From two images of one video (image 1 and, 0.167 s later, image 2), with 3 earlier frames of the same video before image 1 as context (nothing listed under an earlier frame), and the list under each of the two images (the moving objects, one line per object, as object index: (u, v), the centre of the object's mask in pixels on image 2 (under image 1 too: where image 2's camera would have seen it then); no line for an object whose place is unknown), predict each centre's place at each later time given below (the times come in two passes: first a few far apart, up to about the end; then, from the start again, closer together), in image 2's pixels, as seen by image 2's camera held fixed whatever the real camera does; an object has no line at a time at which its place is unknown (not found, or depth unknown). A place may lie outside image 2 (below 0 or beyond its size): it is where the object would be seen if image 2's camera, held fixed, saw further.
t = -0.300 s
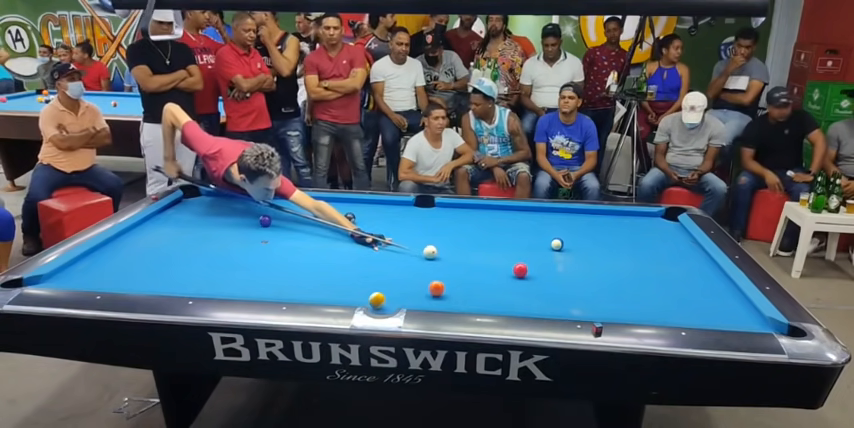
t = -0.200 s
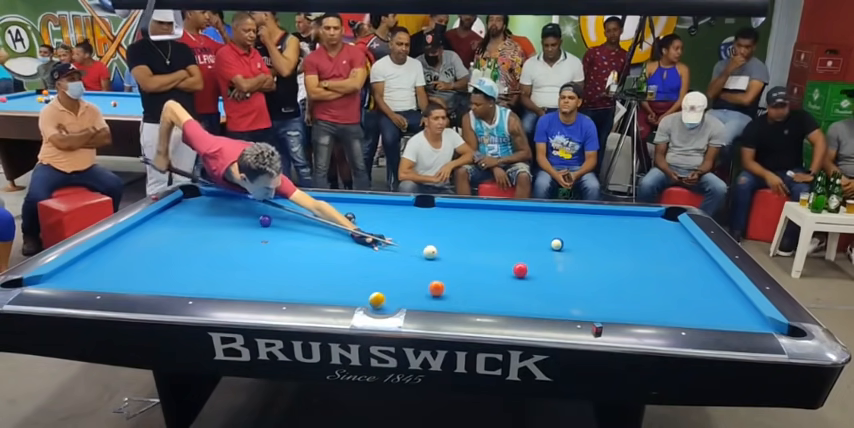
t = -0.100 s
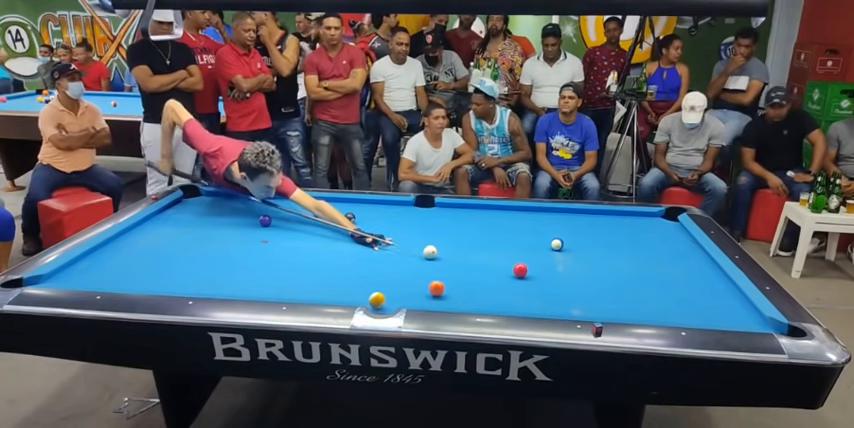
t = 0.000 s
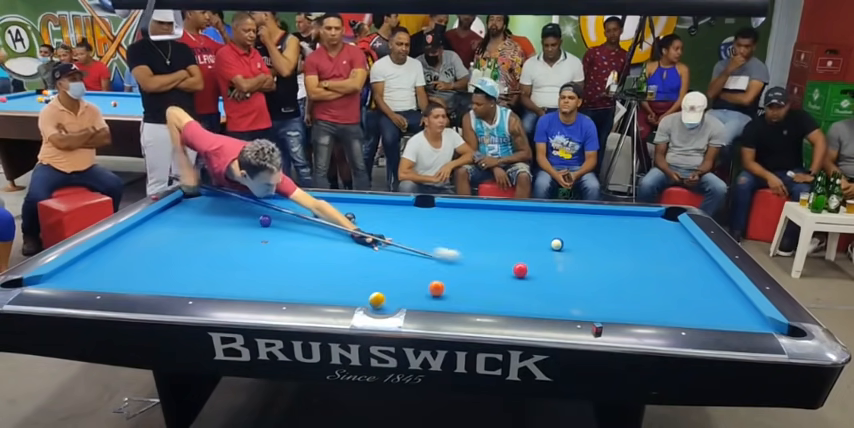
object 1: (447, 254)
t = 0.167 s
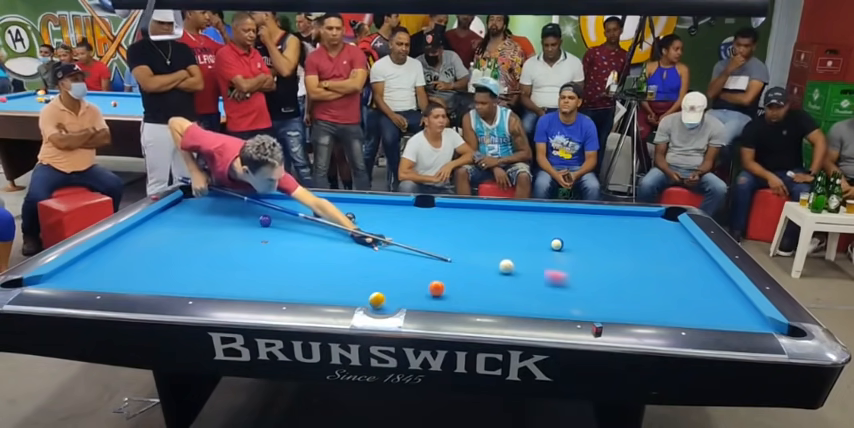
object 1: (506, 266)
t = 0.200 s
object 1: (505, 266)
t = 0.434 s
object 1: (494, 262)
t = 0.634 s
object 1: (485, 259)
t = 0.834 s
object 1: (477, 256)
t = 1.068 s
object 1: (469, 254)
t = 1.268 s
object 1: (463, 251)
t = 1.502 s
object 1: (458, 249)
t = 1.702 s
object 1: (454, 248)
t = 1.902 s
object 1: (450, 247)
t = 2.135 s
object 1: (446, 245)
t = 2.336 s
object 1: (444, 245)
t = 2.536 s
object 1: (442, 244)
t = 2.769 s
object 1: (441, 244)
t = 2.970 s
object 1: (440, 243)
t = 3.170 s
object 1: (440, 243)
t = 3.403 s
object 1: (441, 243)
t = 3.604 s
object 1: (441, 243)
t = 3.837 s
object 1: (440, 243)
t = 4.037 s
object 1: (441, 243)
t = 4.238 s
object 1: (440, 243)
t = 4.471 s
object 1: (440, 243)
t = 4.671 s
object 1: (441, 243)
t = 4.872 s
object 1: (441, 243)
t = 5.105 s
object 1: (441, 243)
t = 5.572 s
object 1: (440, 243)
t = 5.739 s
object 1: (441, 243)
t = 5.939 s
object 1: (440, 243)
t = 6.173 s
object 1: (440, 243)
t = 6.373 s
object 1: (440, 243)
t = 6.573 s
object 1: (440, 243)
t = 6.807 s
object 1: (440, 243)
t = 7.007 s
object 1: (441, 243)
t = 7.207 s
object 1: (440, 243)
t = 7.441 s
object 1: (440, 243)
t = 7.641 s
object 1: (441, 243)
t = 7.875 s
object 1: (441, 243)
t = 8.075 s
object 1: (441, 243)
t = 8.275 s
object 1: (441, 243)
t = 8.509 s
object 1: (441, 243)
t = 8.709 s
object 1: (440, 243)
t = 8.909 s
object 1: (441, 243)
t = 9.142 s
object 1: (440, 243)
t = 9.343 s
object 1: (441, 243)
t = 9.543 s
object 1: (441, 243)
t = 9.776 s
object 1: (441, 243)
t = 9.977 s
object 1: (441, 243)
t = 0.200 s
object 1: (505, 266)
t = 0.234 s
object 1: (503, 265)
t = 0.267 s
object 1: (502, 264)
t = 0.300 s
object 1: (500, 264)
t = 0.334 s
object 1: (499, 263)
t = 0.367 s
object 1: (497, 263)
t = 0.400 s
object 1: (495, 263)
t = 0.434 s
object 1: (494, 262)
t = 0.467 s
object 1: (492, 261)
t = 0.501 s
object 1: (491, 261)
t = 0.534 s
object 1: (489, 260)
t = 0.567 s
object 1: (487, 260)
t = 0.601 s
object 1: (486, 259)
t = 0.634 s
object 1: (485, 259)
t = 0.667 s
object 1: (484, 258)
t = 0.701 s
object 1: (482, 258)
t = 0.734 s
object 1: (481, 257)
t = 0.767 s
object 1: (480, 257)
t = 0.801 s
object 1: (479, 257)
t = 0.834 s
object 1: (477, 256)
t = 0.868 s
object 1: (476, 256)
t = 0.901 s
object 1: (475, 255)
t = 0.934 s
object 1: (474, 255)
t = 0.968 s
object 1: (473, 255)
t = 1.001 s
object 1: (471, 254)
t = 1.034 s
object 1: (470, 254)
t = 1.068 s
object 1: (469, 254)
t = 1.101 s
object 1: (468, 253)
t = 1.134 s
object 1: (467, 253)
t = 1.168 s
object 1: (466, 253)
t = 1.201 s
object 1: (465, 252)
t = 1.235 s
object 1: (464, 252)
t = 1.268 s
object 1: (463, 251)
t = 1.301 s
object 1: (463, 251)
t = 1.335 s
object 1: (462, 251)
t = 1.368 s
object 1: (461, 251)
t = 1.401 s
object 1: (460, 250)
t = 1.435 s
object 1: (459, 250)
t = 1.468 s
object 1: (458, 250)
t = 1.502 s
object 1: (458, 249)
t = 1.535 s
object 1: (457, 249)
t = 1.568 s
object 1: (456, 249)
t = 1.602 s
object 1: (455, 249)
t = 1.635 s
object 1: (455, 248)
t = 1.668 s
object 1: (454, 248)
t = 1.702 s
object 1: (454, 248)
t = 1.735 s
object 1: (453, 248)
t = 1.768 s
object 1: (452, 248)
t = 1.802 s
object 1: (451, 247)
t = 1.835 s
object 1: (451, 247)
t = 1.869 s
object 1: (450, 247)
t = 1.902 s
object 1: (450, 247)
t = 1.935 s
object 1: (449, 247)
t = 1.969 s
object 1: (449, 246)
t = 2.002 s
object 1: (448, 246)
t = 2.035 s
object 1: (448, 246)
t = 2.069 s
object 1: (447, 246)
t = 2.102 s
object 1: (447, 246)
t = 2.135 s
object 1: (446, 245)
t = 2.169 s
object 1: (446, 245)
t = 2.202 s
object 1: (445, 245)
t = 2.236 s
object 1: (445, 245)
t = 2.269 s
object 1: (444, 245)
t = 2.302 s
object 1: (444, 245)
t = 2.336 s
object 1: (444, 245)
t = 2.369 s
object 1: (444, 244)
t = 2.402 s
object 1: (443, 244)
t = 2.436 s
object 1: (443, 244)
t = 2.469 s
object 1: (443, 244)
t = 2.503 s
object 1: (442, 244)
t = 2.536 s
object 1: (442, 244)
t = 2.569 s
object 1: (442, 244)
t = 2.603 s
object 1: (442, 244)
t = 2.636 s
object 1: (441, 244)
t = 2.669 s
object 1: (441, 244)
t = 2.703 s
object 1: (441, 244)
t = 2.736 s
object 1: (441, 244)
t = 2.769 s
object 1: (441, 244)
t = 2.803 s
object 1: (441, 244)
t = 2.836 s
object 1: (441, 243)
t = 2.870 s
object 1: (441, 243)
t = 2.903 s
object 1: (441, 243)
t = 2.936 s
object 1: (441, 243)
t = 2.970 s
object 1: (440, 243)
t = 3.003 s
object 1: (441, 243)
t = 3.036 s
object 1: (441, 243)
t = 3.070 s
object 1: (441, 243)
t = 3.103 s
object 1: (440, 243)
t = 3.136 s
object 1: (440, 243)
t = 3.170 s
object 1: (440, 243)
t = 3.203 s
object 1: (440, 243)
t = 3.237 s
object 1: (440, 243)
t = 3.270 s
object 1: (441, 243)
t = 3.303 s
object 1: (441, 243)
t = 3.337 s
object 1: (440, 243)
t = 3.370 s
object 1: (441, 243)
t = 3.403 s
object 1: (441, 243)
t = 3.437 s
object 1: (440, 243)
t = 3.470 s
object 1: (441, 243)
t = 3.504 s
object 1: (440, 243)
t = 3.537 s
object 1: (441, 243)
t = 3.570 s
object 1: (441, 243)
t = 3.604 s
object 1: (441, 243)
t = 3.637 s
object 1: (441, 243)
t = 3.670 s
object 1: (440, 243)
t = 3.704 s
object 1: (440, 243)
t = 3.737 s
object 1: (440, 243)
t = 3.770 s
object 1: (440, 243)
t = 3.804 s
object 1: (440, 243)
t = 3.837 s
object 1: (440, 243)
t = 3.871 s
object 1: (440, 243)
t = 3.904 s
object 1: (440, 243)
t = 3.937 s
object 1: (440, 243)
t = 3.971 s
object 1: (441, 243)
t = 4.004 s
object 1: (441, 243)
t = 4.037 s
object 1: (441, 243)
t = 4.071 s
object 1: (441, 243)
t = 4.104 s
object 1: (441, 243)
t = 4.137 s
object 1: (441, 243)
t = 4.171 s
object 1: (440, 243)
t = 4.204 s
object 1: (440, 243)
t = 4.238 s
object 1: (440, 243)
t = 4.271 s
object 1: (440, 243)
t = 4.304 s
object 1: (440, 243)
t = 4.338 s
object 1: (440, 243)
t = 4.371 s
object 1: (440, 243)
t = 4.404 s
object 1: (440, 243)
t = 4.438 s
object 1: (440, 243)
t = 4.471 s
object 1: (440, 243)
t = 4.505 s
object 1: (440, 243)
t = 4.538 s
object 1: (440, 243)
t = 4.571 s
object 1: (441, 243)
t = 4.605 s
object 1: (440, 243)
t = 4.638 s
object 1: (440, 243)
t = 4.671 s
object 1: (441, 243)
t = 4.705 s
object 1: (441, 243)
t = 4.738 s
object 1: (441, 243)
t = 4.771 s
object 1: (441, 243)
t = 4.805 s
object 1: (441, 243)
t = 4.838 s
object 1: (441, 243)
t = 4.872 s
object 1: (441, 243)
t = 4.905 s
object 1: (441, 243)
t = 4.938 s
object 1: (440, 243)
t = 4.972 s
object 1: (441, 243)
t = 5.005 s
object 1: (441, 243)
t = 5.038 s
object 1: (441, 243)
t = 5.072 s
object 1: (441, 243)
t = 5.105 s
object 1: (441, 243)
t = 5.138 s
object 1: (440, 243)
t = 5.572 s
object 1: (440, 243)
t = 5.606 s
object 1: (441, 243)
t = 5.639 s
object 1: (441, 243)
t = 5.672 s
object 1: (441, 243)
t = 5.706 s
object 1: (441, 243)
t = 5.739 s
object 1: (441, 243)
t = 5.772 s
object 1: (441, 243)
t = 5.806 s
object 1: (441, 243)
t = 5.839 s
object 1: (441, 243)
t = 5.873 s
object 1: (441, 243)
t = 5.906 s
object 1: (440, 243)
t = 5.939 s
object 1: (440, 243)
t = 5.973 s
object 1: (440, 243)
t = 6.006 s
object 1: (440, 243)
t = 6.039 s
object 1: (440, 243)
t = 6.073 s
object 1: (440, 243)
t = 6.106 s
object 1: (440, 243)
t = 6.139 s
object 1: (440, 243)
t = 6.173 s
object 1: (440, 243)
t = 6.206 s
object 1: (440, 243)
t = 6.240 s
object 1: (440, 243)
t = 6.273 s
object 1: (440, 243)
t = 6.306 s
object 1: (440, 243)
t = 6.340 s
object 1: (440, 243)
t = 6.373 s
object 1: (440, 243)
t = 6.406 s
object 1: (440, 243)
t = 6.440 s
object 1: (440, 243)
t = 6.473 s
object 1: (440, 243)
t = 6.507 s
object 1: (440, 243)
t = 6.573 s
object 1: (440, 243)
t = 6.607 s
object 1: (440, 243)
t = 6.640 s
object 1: (440, 243)
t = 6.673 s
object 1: (440, 243)
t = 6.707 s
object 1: (441, 243)
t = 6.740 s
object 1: (440, 243)
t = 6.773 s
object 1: (440, 243)
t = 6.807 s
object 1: (440, 243)
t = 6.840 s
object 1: (440, 243)
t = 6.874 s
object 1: (440, 243)
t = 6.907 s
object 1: (440, 243)
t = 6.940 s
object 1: (440, 243)
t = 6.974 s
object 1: (440, 243)
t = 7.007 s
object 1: (441, 243)
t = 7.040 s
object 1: (440, 243)
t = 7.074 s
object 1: (440, 243)
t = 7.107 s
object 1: (440, 243)
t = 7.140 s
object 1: (440, 243)
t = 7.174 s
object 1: (440, 243)
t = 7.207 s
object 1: (440, 243)
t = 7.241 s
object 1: (440, 243)
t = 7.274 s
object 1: (440, 243)
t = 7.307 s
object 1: (440, 243)
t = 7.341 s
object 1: (440, 243)
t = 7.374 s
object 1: (440, 243)
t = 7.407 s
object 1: (440, 243)
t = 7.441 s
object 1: (440, 243)
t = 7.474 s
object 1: (440, 243)
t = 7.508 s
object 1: (440, 243)
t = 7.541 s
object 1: (440, 243)
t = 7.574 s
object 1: (441, 243)
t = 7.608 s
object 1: (441, 243)
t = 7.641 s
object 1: (441, 243)
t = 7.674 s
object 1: (440, 243)
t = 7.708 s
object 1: (441, 243)
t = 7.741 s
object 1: (440, 243)
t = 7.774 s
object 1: (441, 243)
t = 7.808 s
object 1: (440, 243)
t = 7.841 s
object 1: (441, 243)
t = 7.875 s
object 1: (441, 243)
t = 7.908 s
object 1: (440, 243)
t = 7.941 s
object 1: (441, 243)
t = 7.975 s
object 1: (441, 243)
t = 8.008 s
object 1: (441, 243)
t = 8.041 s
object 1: (441, 243)
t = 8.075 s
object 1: (441, 243)
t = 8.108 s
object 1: (441, 243)
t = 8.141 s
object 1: (441, 243)
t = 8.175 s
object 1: (441, 243)
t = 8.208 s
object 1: (441, 243)
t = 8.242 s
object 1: (441, 243)
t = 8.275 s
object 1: (441, 243)
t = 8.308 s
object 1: (441, 243)
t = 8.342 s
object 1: (441, 243)
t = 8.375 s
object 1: (441, 243)
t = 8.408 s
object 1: (441, 243)
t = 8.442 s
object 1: (441, 243)
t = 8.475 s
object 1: (441, 243)
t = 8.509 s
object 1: (441, 243)
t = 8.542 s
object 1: (441, 243)
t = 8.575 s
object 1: (441, 243)
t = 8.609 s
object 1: (441, 243)
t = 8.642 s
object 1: (441, 243)
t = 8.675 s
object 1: (441, 243)
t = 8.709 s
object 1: (440, 243)
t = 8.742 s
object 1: (441, 243)
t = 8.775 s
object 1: (441, 243)
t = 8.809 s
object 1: (441, 243)
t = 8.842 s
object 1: (440, 243)
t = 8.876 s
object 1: (440, 243)
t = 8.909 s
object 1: (441, 243)
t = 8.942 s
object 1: (441, 243)
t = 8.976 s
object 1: (441, 243)
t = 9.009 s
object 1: (440, 243)
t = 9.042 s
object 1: (441, 243)
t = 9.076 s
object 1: (441, 243)
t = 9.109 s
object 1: (440, 243)
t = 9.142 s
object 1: (440, 243)
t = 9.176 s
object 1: (441, 243)
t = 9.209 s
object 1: (441, 243)
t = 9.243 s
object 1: (441, 243)
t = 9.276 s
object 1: (440, 243)
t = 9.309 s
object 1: (440, 243)
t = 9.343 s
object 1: (441, 243)
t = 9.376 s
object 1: (441, 243)
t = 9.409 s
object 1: (441, 243)
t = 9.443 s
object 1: (441, 243)
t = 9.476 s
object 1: (441, 243)
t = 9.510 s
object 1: (441, 243)
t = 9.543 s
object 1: (441, 243)
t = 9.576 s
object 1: (440, 243)
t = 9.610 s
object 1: (441, 243)
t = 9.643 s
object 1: (441, 243)
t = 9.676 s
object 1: (441, 243)
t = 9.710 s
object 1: (440, 243)
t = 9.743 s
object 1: (440, 243)
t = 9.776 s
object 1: (441, 243)
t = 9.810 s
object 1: (441, 243)
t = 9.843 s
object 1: (441, 243)
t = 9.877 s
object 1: (441, 243)
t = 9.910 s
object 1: (441, 243)
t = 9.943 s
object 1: (441, 243)
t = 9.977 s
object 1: (441, 243)
